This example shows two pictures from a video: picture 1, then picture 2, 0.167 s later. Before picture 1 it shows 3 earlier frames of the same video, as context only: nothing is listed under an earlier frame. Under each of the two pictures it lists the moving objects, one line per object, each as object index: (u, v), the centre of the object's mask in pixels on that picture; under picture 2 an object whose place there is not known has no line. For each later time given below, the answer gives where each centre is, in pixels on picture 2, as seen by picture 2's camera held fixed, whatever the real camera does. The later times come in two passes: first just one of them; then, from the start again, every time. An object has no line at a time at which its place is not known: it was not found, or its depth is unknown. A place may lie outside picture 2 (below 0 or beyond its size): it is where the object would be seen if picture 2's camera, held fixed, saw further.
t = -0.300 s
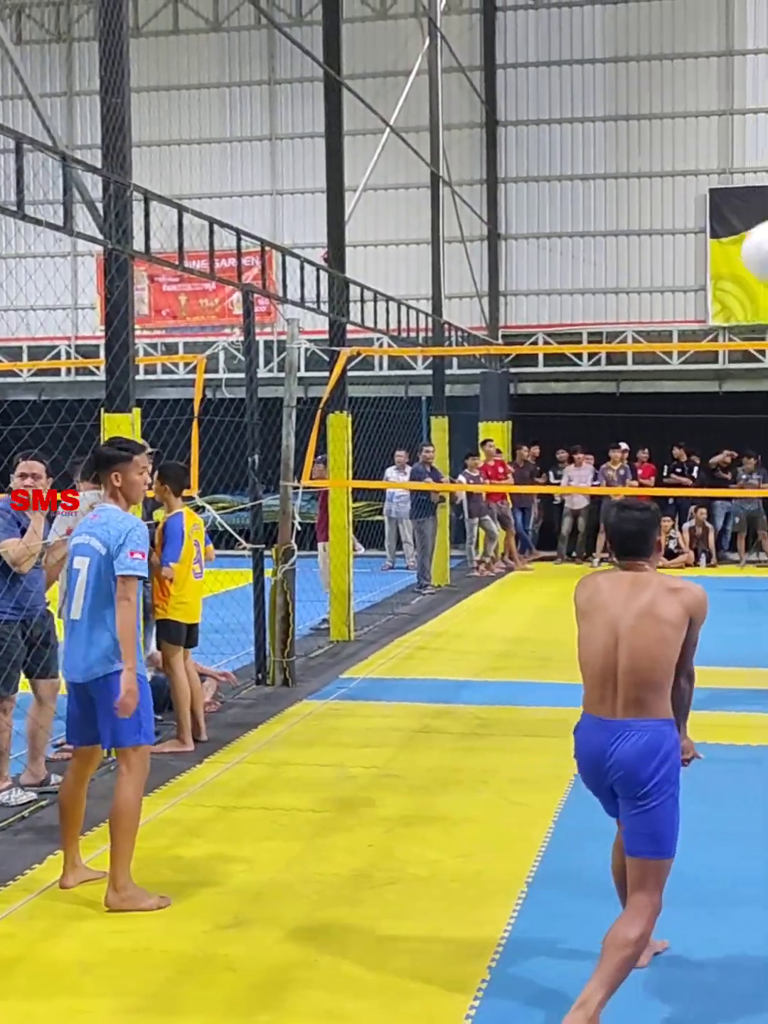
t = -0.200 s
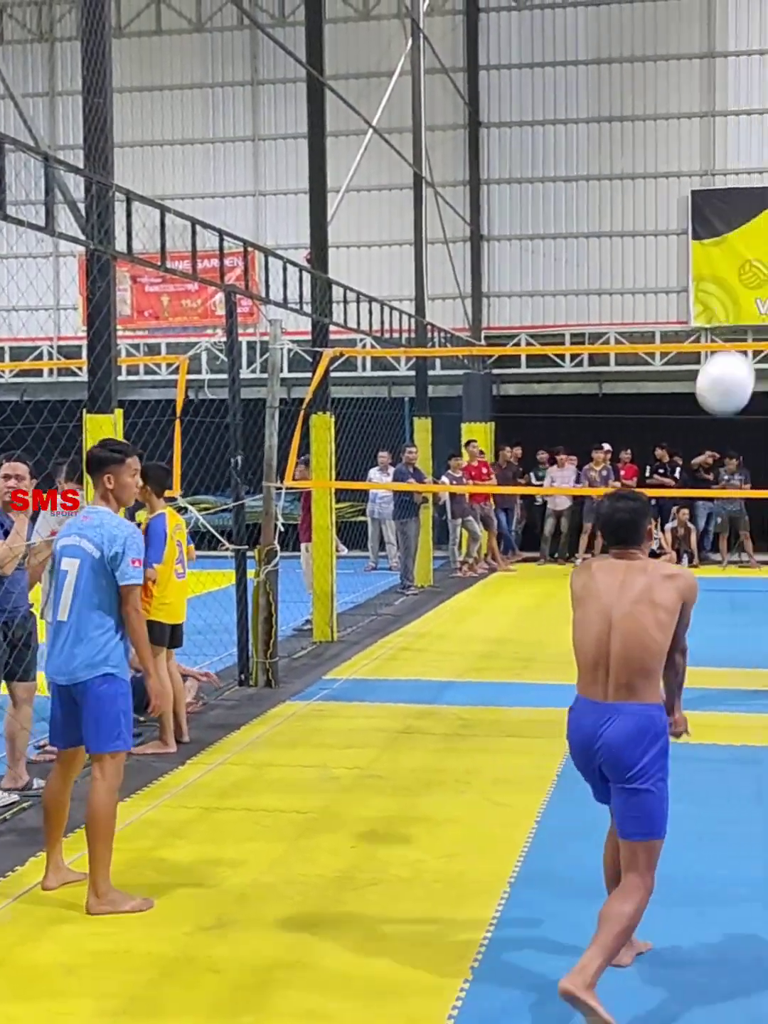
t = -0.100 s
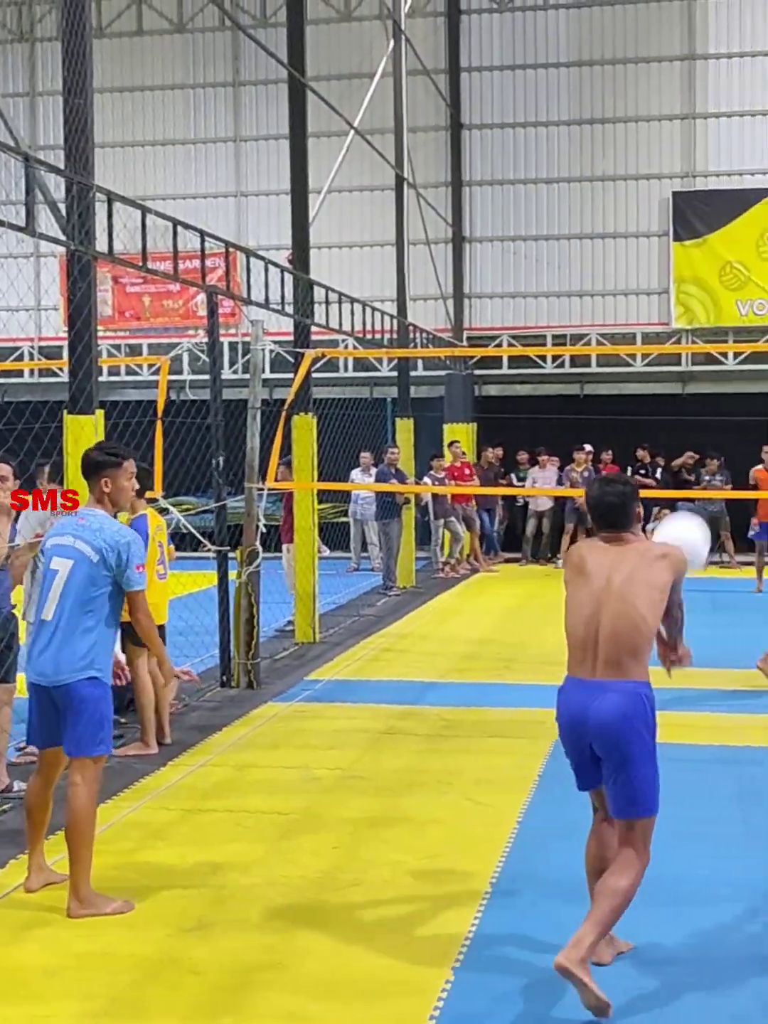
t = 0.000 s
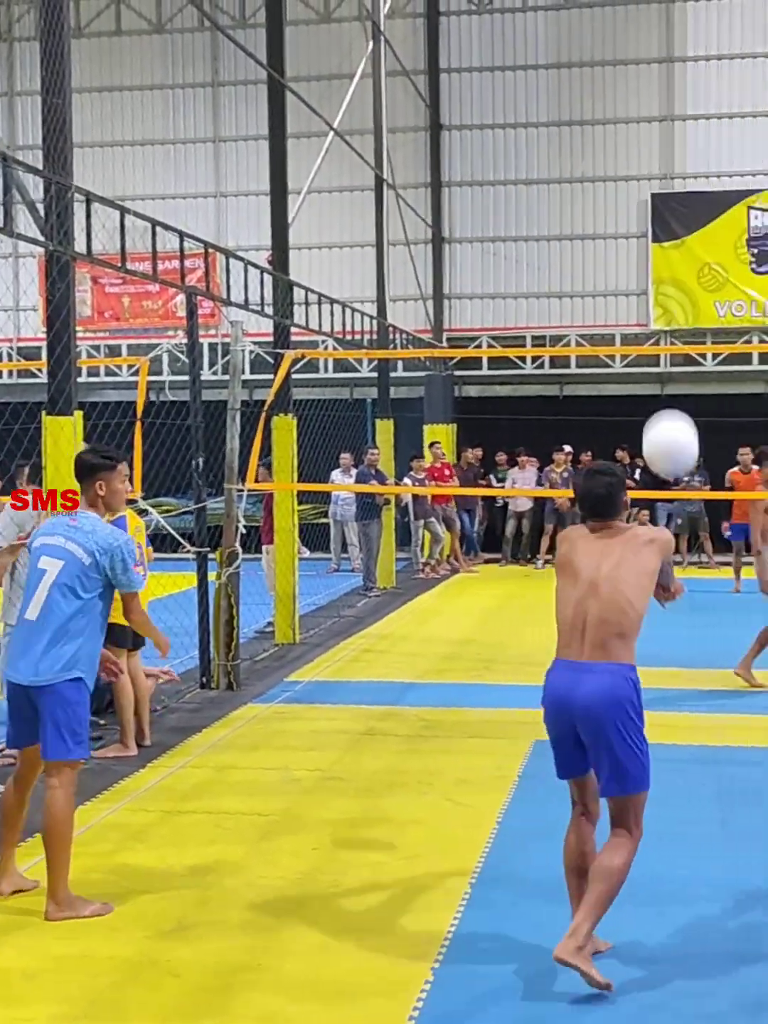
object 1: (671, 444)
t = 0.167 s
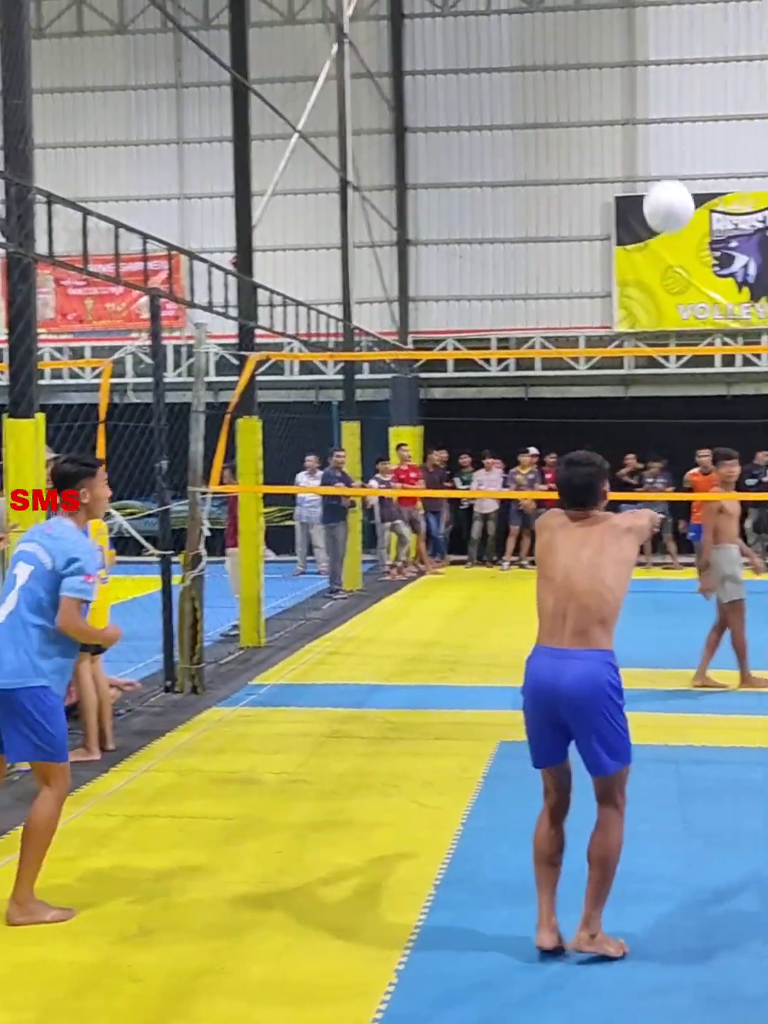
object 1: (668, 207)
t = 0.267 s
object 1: (684, 113)
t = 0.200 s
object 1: (674, 173)
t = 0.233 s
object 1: (679, 140)
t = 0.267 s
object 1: (684, 113)
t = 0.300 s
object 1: (688, 89)
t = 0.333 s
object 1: (691, 68)
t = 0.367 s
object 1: (694, 50)
